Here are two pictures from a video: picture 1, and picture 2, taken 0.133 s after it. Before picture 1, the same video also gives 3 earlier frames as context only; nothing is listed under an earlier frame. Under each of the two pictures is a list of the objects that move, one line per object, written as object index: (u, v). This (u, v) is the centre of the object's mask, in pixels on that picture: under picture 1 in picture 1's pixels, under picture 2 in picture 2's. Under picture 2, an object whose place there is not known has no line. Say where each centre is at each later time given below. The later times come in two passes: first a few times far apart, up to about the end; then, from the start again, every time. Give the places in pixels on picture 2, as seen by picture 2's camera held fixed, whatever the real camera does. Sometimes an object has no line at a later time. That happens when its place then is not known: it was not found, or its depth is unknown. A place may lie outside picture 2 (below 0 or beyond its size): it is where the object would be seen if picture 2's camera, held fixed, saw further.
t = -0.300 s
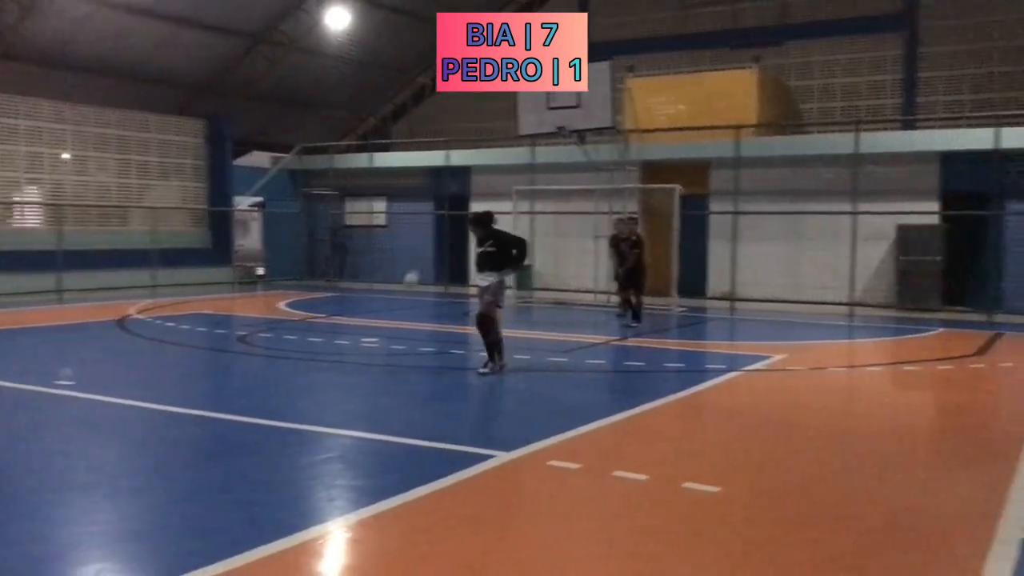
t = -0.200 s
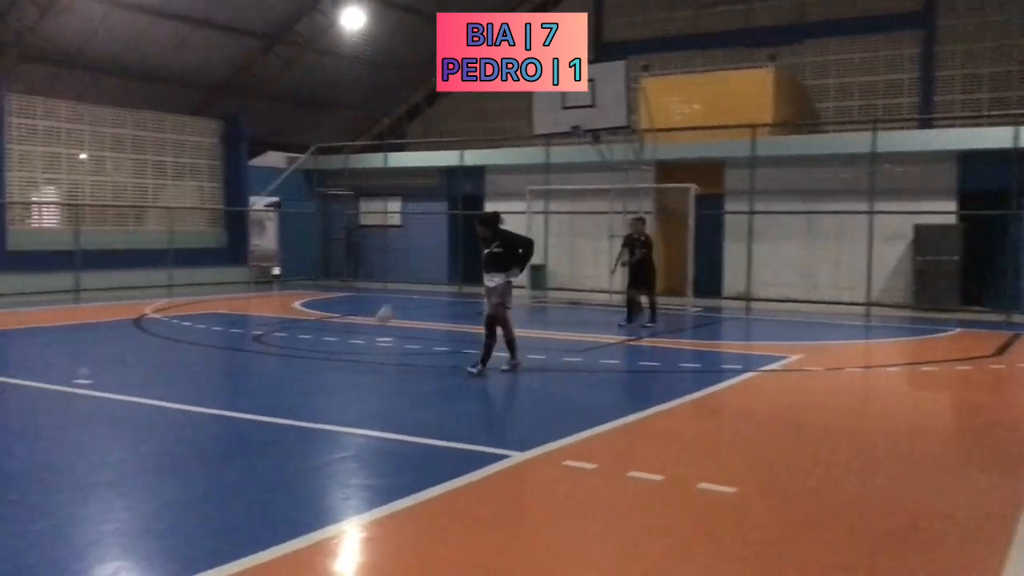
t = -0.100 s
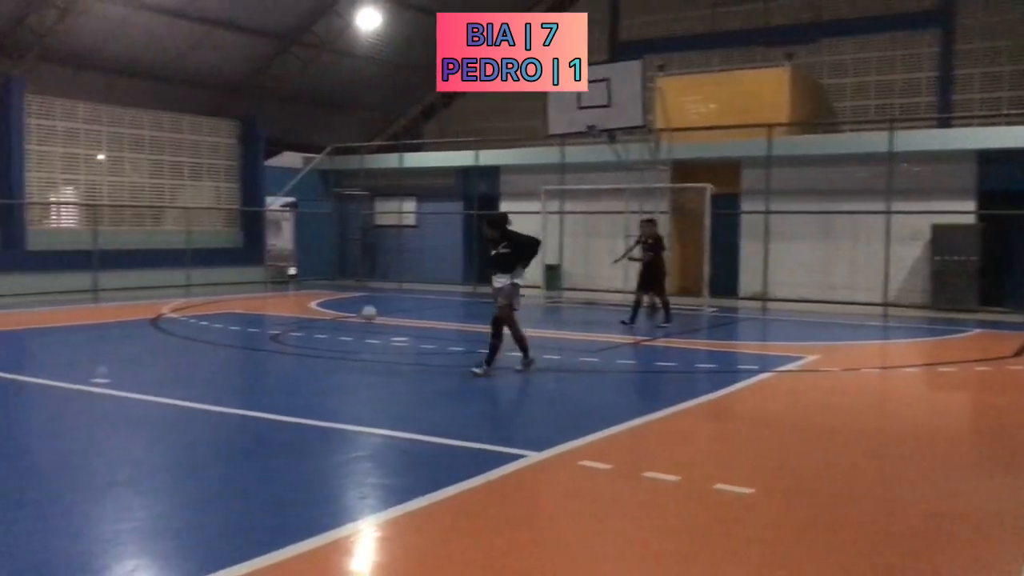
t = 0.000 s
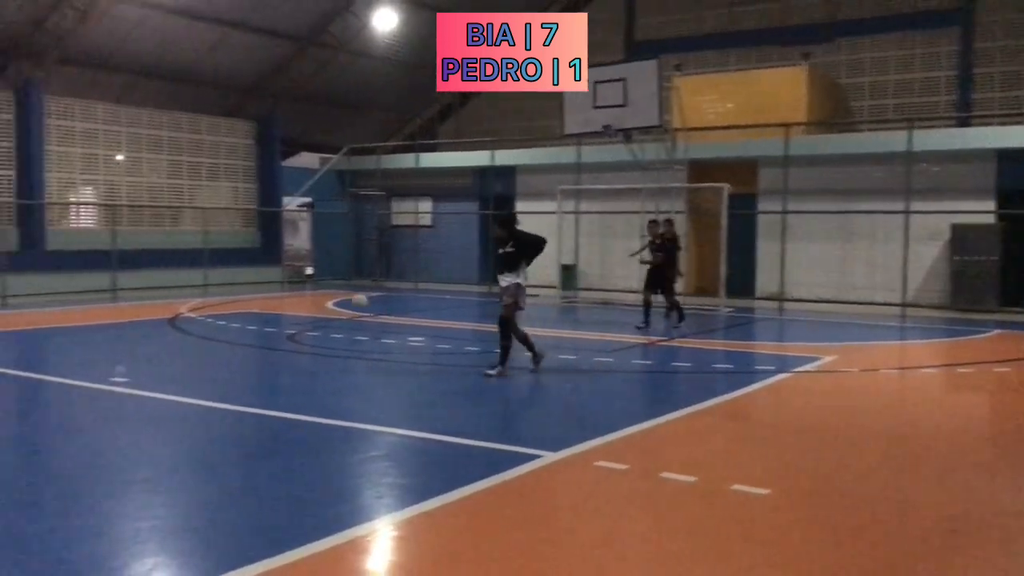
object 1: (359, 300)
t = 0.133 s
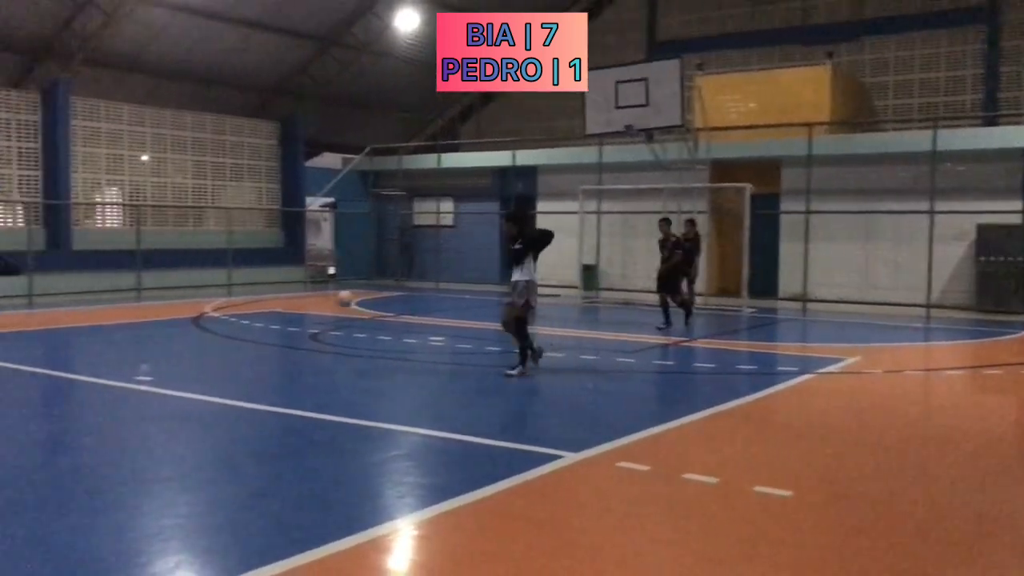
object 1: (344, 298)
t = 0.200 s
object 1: (326, 302)
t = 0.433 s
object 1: (260, 327)
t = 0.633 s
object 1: (202, 330)
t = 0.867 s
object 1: (130, 338)
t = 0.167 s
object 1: (335, 300)
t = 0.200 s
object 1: (326, 302)
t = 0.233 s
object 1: (317, 305)
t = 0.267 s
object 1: (307, 308)
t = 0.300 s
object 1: (297, 313)
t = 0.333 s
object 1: (288, 320)
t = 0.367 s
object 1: (278, 326)
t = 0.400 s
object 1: (270, 332)
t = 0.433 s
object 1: (260, 327)
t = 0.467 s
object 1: (250, 326)
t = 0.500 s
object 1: (241, 326)
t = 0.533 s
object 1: (232, 325)
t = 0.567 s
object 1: (223, 325)
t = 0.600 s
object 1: (212, 326)
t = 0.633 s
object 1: (202, 330)
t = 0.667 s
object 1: (194, 336)
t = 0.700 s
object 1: (184, 335)
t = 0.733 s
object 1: (173, 332)
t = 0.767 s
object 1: (162, 333)
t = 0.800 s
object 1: (151, 333)
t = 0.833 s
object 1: (140, 336)
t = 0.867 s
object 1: (130, 338)
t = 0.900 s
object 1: (119, 338)
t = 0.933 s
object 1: (108, 338)
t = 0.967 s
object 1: (98, 340)
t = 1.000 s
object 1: (87, 340)
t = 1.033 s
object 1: (76, 340)
